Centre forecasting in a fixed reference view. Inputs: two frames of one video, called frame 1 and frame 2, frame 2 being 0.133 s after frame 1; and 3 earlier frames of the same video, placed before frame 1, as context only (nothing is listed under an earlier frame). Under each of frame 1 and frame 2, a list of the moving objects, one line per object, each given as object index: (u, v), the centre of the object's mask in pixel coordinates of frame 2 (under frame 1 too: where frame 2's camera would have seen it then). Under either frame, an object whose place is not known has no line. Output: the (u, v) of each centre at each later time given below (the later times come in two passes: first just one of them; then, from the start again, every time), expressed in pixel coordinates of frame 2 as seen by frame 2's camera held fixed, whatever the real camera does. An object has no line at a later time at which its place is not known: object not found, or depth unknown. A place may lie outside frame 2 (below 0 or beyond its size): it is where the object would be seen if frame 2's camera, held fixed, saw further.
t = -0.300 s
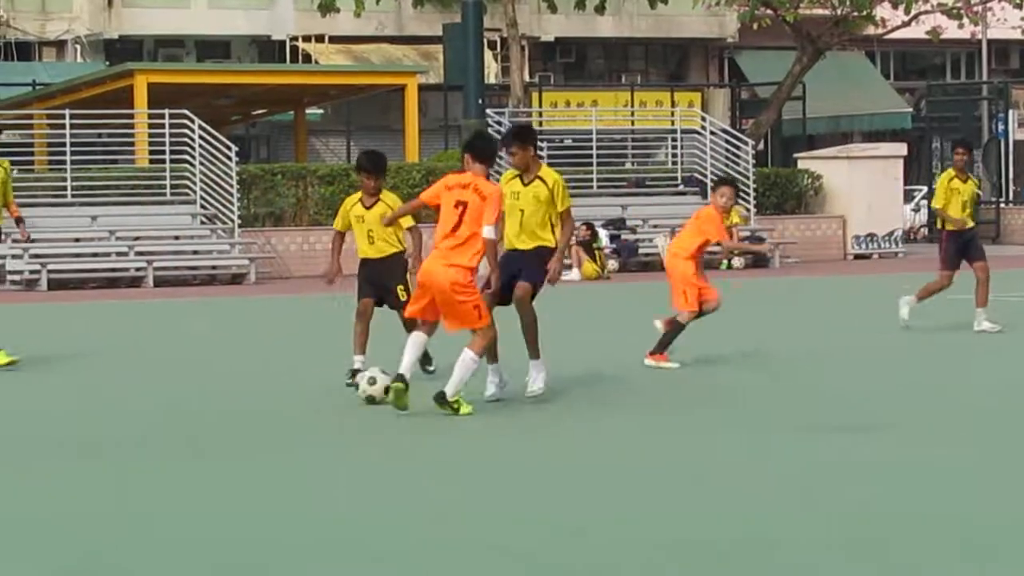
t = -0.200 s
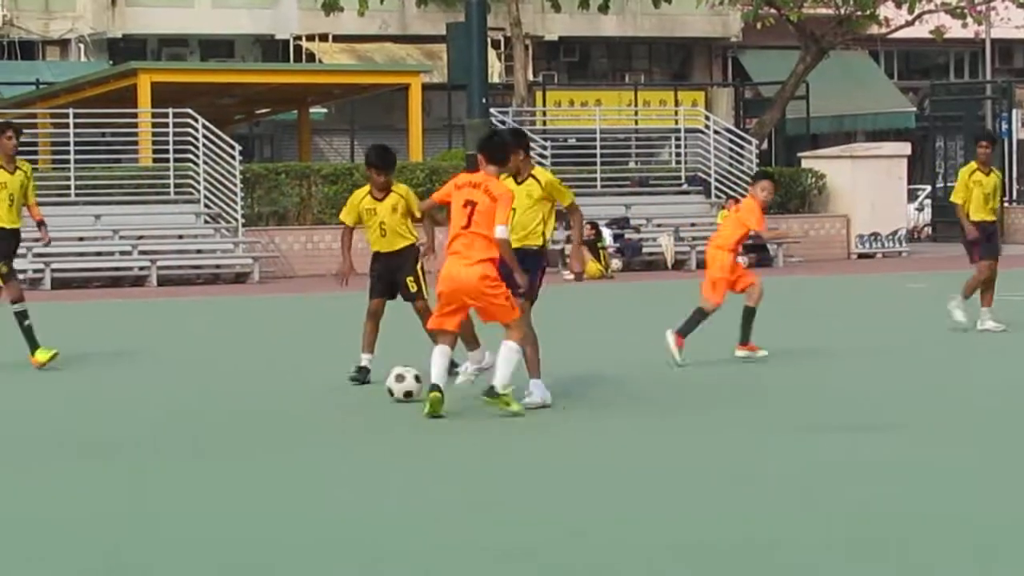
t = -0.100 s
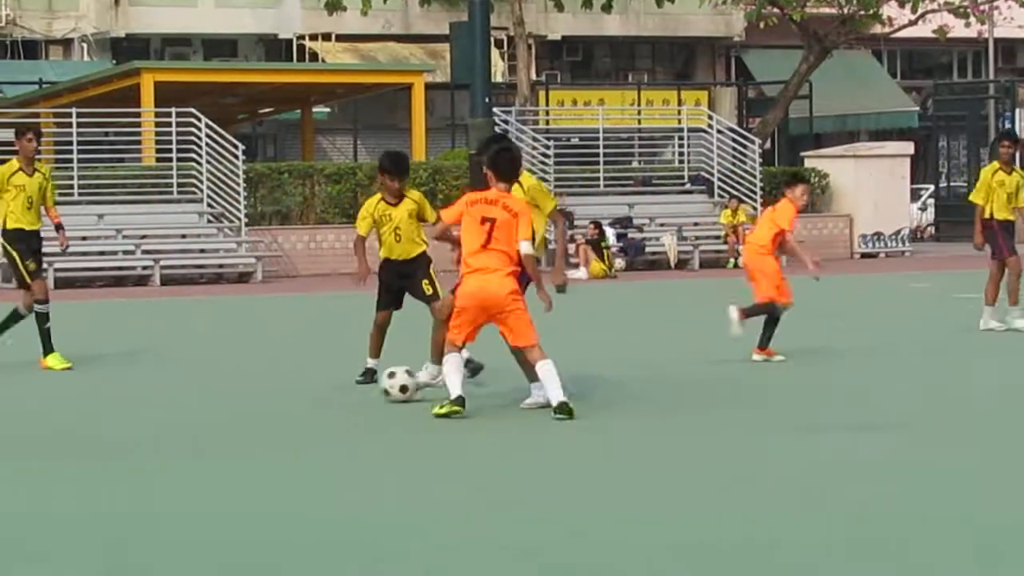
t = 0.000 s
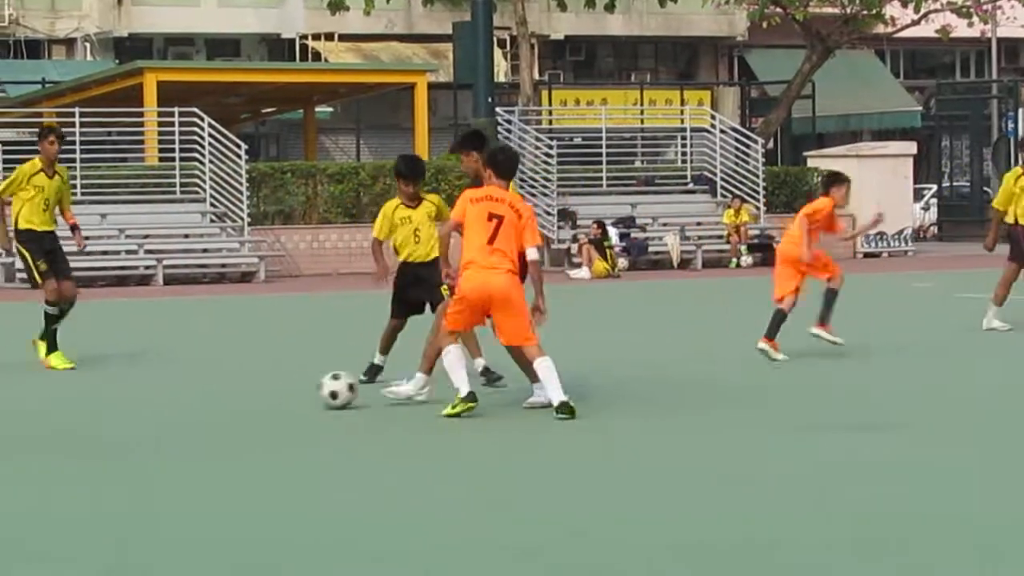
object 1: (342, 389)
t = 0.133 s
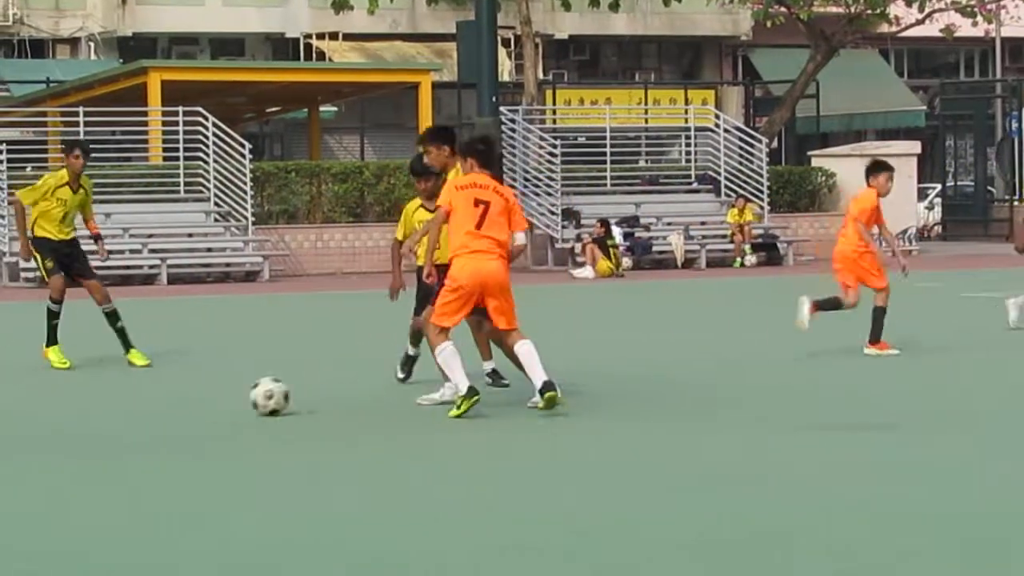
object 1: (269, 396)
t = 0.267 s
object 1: (208, 402)
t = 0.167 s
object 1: (253, 398)
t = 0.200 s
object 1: (238, 399)
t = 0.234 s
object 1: (223, 400)
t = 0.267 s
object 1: (208, 402)
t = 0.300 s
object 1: (193, 403)
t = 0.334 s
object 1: (176, 404)
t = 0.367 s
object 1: (164, 404)
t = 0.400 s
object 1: (159, 406)
